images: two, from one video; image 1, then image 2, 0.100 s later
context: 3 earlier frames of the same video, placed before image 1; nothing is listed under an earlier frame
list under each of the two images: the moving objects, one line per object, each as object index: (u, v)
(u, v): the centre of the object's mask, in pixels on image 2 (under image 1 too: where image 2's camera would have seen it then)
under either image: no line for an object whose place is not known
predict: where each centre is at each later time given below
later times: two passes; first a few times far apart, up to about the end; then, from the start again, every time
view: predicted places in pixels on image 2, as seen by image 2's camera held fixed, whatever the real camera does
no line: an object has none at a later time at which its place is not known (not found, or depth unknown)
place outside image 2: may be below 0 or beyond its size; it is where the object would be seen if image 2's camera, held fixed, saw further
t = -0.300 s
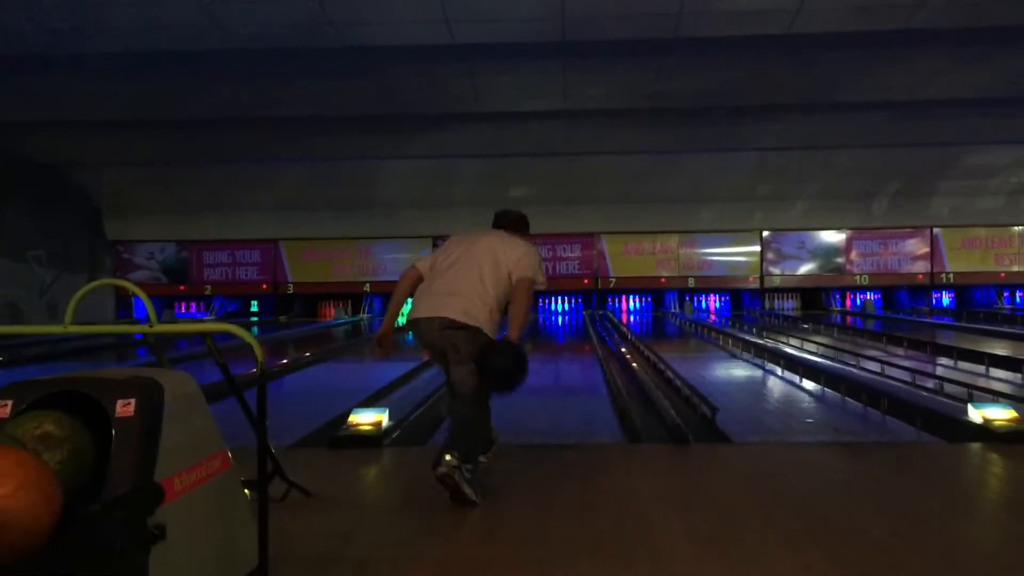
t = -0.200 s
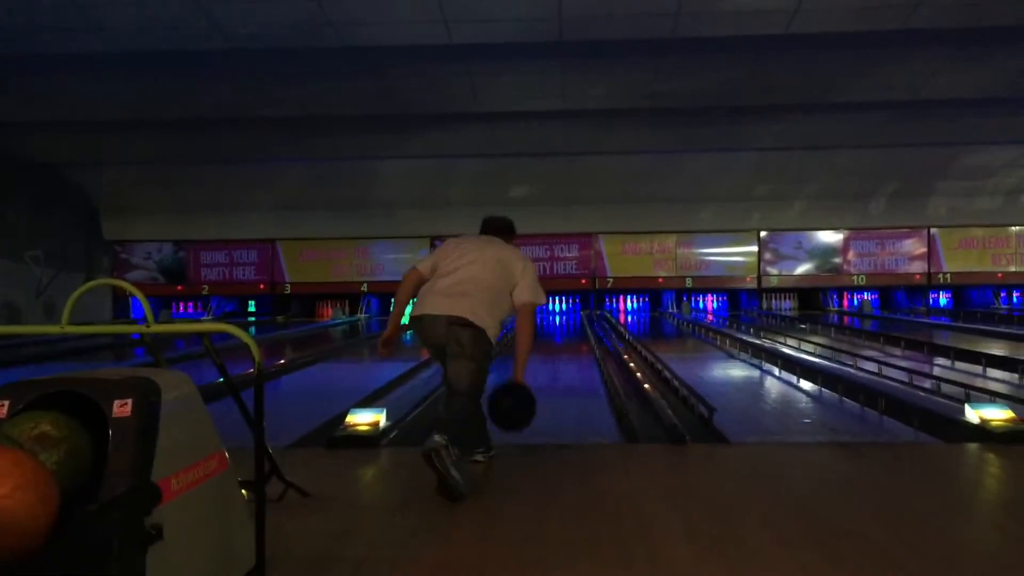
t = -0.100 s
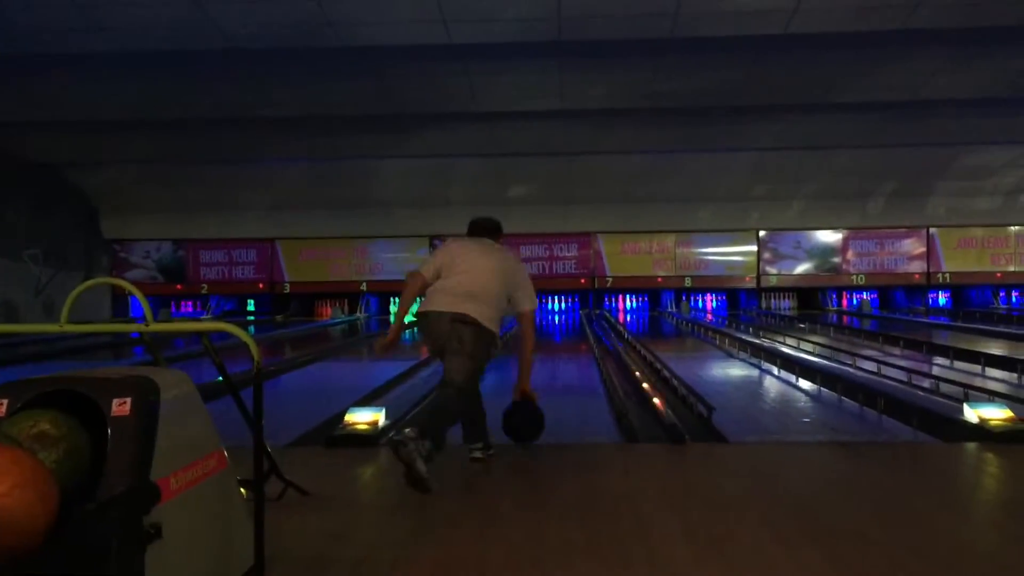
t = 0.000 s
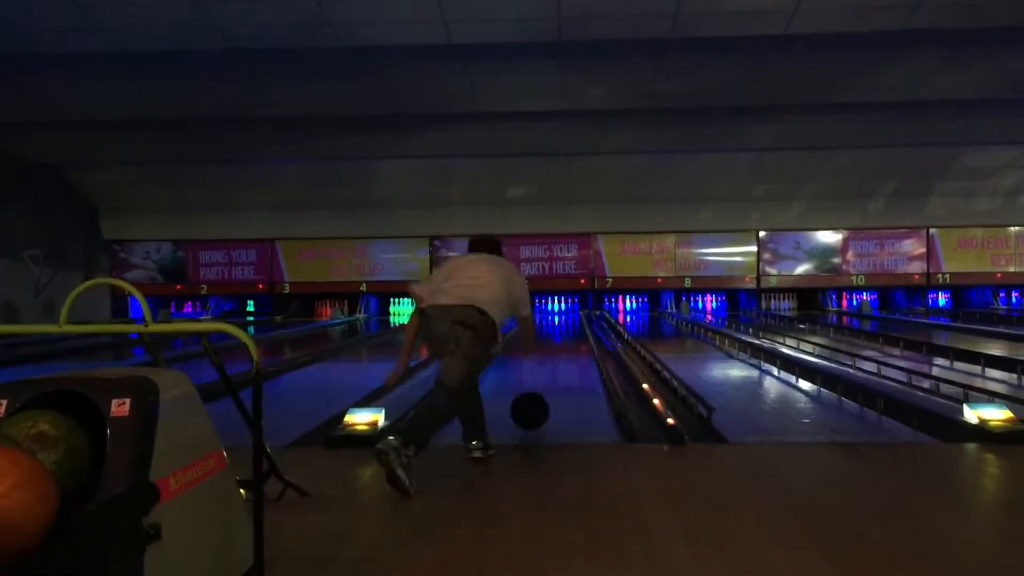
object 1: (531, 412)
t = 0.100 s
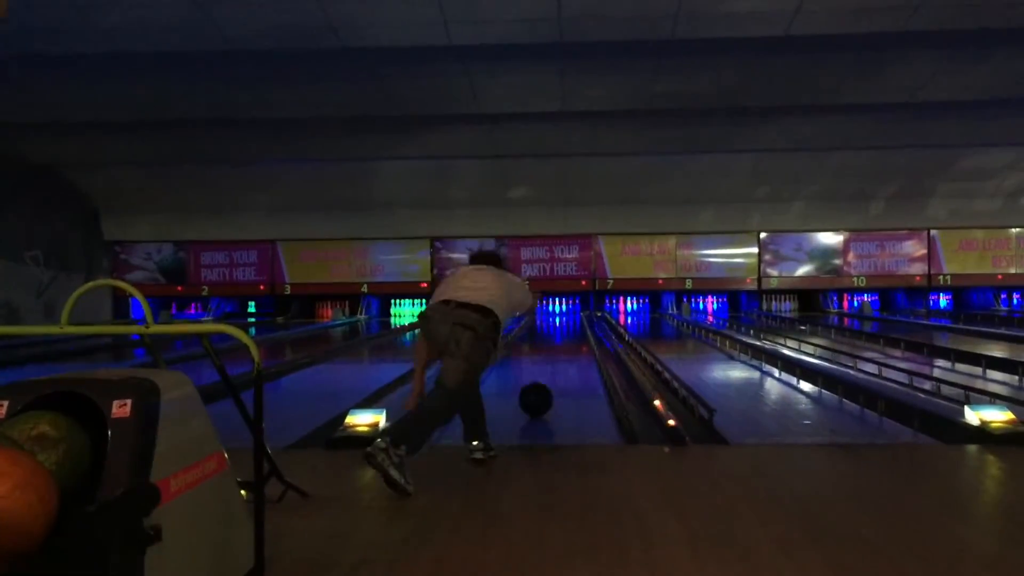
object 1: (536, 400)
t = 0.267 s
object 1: (541, 381)
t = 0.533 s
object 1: (547, 360)
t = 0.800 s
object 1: (551, 348)
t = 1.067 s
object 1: (554, 338)
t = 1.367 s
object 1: (555, 330)
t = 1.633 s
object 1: (556, 325)
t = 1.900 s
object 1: (557, 321)
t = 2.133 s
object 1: (556, 317)
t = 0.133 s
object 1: (537, 395)
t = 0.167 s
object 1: (538, 391)
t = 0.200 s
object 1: (539, 388)
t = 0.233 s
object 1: (540, 384)
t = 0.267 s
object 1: (541, 381)
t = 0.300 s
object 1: (542, 378)
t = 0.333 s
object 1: (543, 375)
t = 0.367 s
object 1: (544, 372)
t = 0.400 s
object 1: (545, 369)
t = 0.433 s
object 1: (545, 367)
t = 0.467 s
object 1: (546, 365)
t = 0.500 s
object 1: (547, 362)
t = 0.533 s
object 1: (547, 360)
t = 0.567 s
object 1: (548, 358)
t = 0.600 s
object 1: (548, 357)
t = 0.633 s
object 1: (549, 354)
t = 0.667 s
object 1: (550, 352)
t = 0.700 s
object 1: (550, 350)
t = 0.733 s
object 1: (551, 349)
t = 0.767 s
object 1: (551, 349)
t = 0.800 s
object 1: (551, 348)
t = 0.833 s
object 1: (551, 346)
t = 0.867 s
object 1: (551, 345)
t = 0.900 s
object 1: (552, 344)
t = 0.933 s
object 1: (552, 343)
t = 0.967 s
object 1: (552, 343)
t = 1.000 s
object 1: (553, 342)
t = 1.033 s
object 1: (553, 340)
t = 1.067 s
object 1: (554, 338)
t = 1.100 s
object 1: (554, 338)
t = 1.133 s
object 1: (554, 337)
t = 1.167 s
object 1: (554, 336)
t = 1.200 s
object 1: (554, 335)
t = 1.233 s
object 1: (554, 334)
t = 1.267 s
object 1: (555, 333)
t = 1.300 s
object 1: (555, 332)
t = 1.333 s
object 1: (555, 331)
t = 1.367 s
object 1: (555, 330)
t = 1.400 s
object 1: (555, 330)
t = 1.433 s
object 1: (555, 330)
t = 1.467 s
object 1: (555, 328)
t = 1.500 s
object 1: (556, 328)
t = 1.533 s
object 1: (556, 327)
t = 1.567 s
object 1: (555, 327)
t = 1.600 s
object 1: (556, 326)
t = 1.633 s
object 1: (556, 325)
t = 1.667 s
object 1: (556, 324)
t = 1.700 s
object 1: (557, 323)
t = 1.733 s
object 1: (556, 323)
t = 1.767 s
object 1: (556, 323)
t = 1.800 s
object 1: (556, 322)
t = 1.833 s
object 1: (557, 322)
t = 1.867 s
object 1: (557, 321)
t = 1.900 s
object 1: (557, 321)
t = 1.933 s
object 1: (556, 320)
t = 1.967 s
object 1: (556, 320)
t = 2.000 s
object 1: (556, 320)
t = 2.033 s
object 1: (556, 319)
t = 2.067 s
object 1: (556, 318)
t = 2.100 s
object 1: (556, 318)
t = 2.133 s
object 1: (556, 317)
